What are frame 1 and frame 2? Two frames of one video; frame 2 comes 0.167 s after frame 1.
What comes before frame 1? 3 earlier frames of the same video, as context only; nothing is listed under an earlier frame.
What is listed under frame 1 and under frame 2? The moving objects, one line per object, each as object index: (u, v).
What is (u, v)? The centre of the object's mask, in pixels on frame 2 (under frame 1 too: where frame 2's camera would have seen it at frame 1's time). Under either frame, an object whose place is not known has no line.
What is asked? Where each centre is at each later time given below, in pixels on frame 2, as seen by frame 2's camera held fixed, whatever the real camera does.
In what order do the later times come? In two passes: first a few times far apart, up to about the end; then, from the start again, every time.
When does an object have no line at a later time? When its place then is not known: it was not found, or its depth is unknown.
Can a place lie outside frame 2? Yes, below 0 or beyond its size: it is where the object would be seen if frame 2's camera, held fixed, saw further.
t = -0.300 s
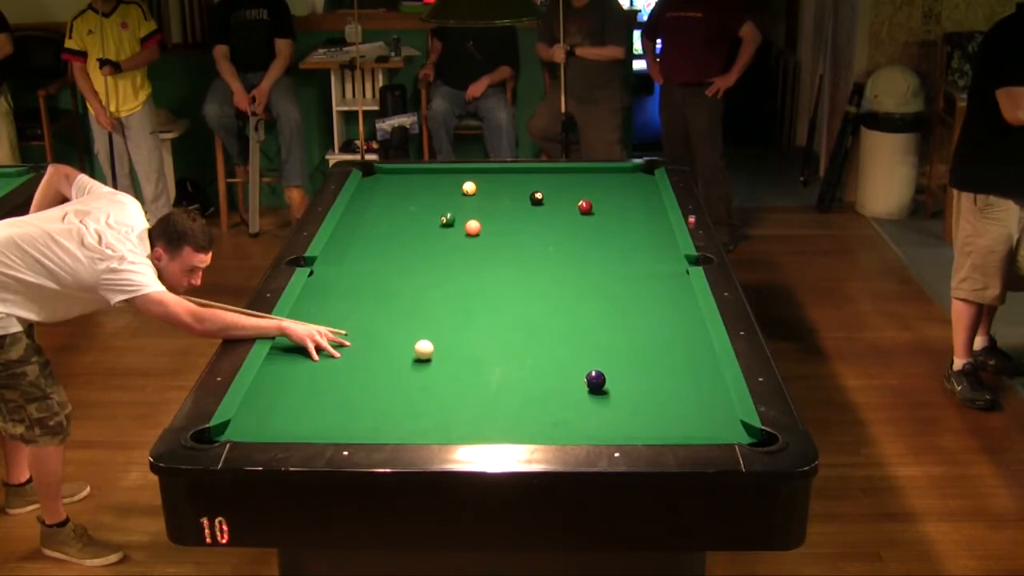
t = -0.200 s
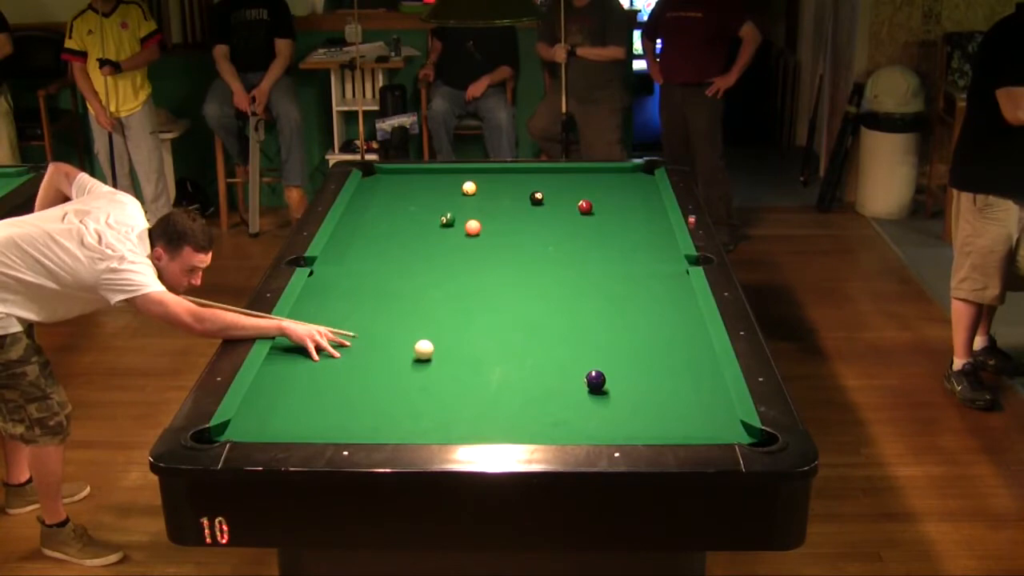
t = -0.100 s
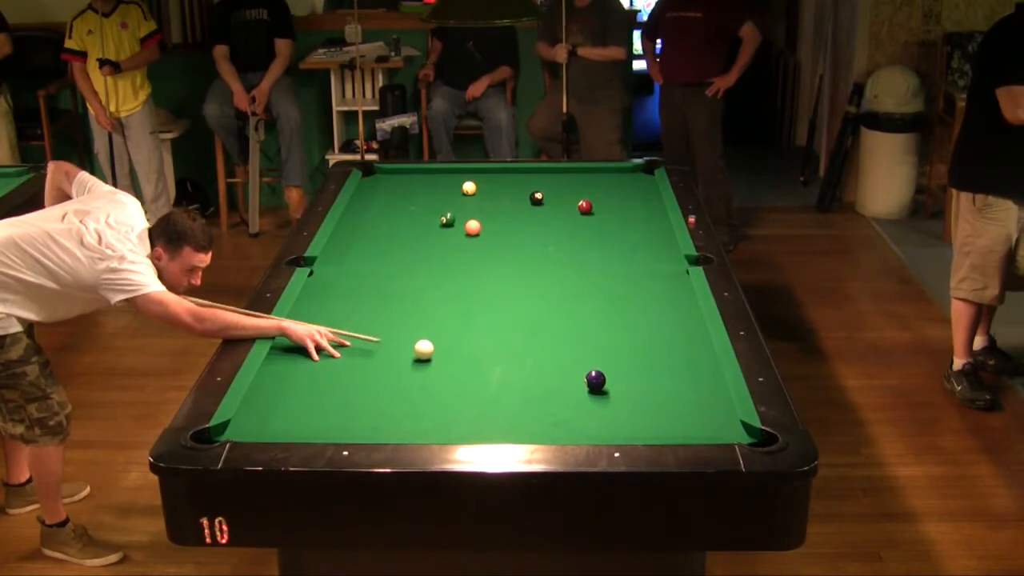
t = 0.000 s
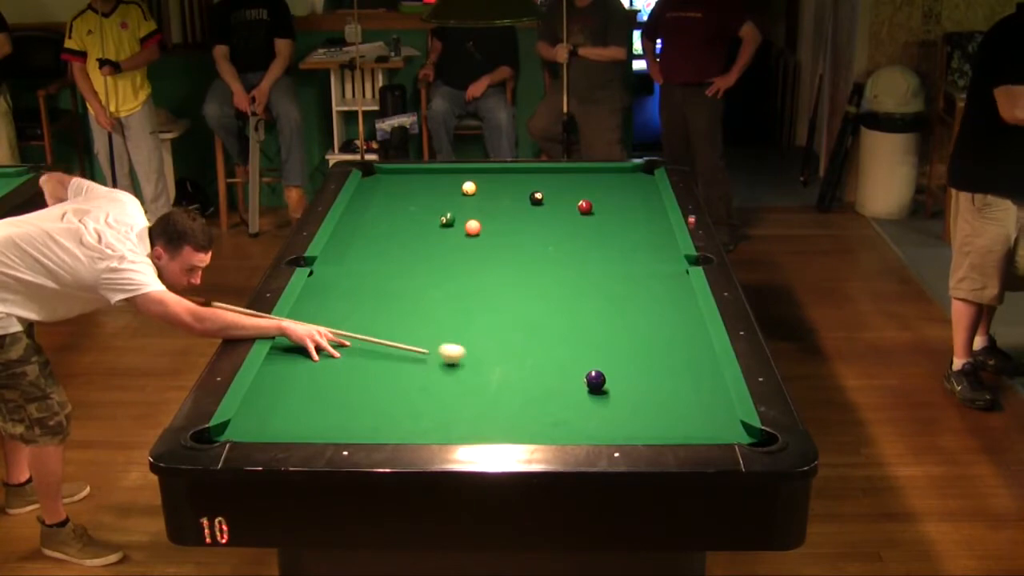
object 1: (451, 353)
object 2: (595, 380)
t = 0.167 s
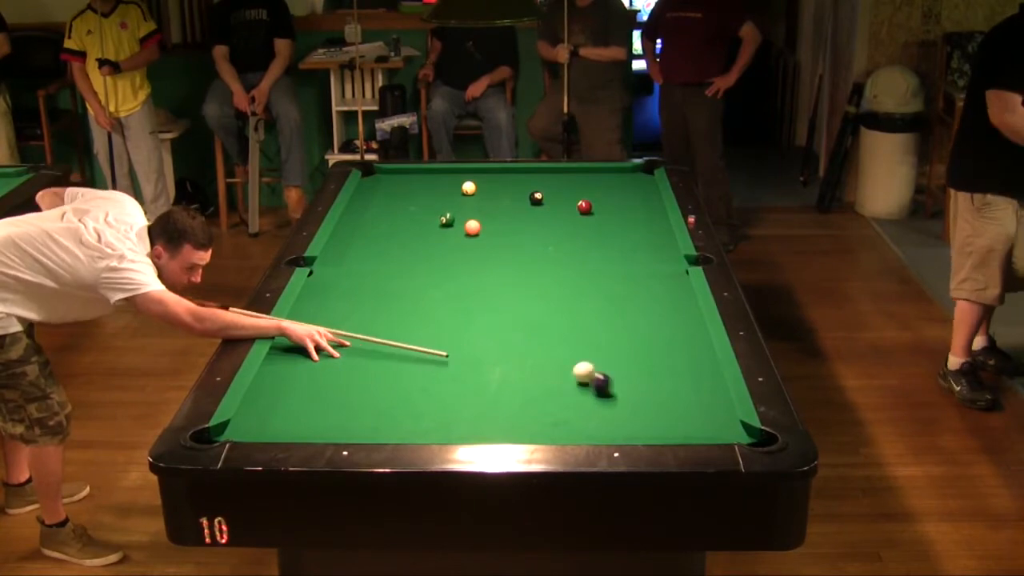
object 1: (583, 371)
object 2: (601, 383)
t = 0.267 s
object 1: (609, 364)
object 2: (651, 404)
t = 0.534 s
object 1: (668, 347)
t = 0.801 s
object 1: (686, 334)
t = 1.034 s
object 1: (660, 327)
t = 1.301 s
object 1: (632, 319)
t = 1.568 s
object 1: (606, 311)
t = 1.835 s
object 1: (582, 304)
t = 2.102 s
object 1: (561, 298)
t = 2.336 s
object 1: (543, 293)
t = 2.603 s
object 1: (525, 288)
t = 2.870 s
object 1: (508, 283)
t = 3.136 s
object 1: (493, 279)
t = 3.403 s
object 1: (480, 275)
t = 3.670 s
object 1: (467, 272)
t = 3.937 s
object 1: (456, 269)
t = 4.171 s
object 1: (448, 266)
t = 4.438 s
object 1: (439, 264)
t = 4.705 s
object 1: (431, 262)
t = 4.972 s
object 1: (425, 260)
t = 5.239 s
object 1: (419, 259)
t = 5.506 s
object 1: (415, 258)
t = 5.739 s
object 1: (412, 257)
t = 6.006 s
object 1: (409, 257)
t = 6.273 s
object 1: (407, 256)
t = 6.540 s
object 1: (407, 257)
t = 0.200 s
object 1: (592, 369)
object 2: (618, 390)
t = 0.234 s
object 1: (601, 366)
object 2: (634, 397)
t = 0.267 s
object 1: (609, 364)
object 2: (651, 404)
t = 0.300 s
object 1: (617, 362)
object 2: (667, 410)
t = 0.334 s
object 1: (624, 360)
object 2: (683, 417)
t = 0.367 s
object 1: (632, 357)
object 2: (698, 424)
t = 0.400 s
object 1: (640, 355)
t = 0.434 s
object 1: (647, 353)
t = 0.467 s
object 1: (654, 351)
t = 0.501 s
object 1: (662, 349)
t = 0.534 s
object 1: (668, 347)
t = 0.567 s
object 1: (675, 345)
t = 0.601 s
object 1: (682, 343)
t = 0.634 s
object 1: (689, 341)
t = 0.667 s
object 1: (696, 339)
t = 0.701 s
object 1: (700, 338)
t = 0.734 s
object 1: (694, 337)
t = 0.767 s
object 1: (690, 335)
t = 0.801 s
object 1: (686, 334)
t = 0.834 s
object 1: (682, 333)
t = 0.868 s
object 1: (678, 332)
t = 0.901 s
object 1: (674, 331)
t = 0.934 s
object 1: (671, 330)
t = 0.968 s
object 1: (667, 329)
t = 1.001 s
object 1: (663, 328)
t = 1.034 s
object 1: (660, 327)
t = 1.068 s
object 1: (656, 326)
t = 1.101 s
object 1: (652, 325)
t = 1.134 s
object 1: (649, 324)
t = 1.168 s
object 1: (645, 323)
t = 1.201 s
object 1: (642, 322)
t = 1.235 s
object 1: (639, 320)
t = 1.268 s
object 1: (635, 320)
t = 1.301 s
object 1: (632, 319)
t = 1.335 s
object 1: (628, 318)
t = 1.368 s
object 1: (625, 317)
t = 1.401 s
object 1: (622, 316)
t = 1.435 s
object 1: (618, 315)
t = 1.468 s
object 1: (615, 314)
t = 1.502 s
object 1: (612, 313)
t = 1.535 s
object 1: (609, 312)
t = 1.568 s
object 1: (606, 311)
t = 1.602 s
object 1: (603, 310)
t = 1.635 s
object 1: (600, 309)
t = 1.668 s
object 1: (597, 308)
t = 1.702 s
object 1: (594, 308)
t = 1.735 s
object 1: (591, 307)
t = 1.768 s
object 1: (588, 306)
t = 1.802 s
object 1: (585, 305)
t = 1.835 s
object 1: (582, 304)
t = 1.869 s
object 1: (579, 304)
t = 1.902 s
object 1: (576, 303)
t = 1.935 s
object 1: (574, 302)
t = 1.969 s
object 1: (571, 301)
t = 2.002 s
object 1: (568, 300)
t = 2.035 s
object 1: (566, 300)
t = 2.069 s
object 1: (563, 299)
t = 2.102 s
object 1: (561, 298)
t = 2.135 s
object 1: (558, 297)
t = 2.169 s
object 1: (555, 297)
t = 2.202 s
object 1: (553, 296)
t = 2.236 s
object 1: (551, 295)
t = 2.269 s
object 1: (548, 295)
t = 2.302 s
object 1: (546, 294)
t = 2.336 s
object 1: (543, 293)
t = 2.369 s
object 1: (541, 293)
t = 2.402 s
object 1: (539, 292)
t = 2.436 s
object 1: (536, 291)
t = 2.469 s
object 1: (534, 290)
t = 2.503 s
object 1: (531, 290)
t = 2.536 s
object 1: (529, 289)
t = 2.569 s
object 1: (527, 289)
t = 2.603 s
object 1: (525, 288)
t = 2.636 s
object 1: (522, 287)
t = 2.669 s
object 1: (521, 287)
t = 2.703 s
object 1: (518, 286)
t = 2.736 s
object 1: (516, 286)
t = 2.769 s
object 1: (514, 285)
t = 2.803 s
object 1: (512, 285)
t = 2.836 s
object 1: (510, 284)
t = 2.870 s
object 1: (508, 283)
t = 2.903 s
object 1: (506, 283)
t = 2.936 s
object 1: (504, 282)
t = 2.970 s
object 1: (502, 282)
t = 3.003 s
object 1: (501, 281)
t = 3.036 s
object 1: (499, 281)
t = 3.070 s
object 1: (497, 280)
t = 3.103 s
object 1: (495, 280)
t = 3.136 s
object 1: (493, 279)
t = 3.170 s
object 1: (491, 279)
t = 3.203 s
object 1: (490, 278)
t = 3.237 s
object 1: (488, 278)
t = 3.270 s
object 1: (486, 277)
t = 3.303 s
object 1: (484, 277)
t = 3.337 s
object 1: (483, 276)
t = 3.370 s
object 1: (481, 275)
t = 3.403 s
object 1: (480, 275)
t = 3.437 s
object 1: (478, 275)
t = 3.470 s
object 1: (476, 274)
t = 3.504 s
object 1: (475, 274)
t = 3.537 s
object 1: (473, 273)
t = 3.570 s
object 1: (471, 273)
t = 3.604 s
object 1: (470, 273)
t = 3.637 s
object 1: (468, 272)
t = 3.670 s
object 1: (467, 272)
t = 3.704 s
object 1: (466, 271)
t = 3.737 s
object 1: (464, 271)
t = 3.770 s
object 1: (463, 270)
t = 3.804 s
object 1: (461, 270)
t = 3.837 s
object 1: (460, 270)
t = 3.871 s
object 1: (459, 270)
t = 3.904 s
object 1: (457, 269)
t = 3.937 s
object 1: (456, 269)
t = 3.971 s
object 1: (455, 268)
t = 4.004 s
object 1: (454, 268)
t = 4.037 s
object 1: (452, 268)
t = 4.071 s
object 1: (451, 267)
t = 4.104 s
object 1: (450, 267)
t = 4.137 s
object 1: (449, 267)
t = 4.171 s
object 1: (448, 266)
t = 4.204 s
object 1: (446, 266)
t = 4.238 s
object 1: (445, 266)
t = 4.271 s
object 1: (444, 266)
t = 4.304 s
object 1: (443, 265)
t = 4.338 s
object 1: (442, 265)
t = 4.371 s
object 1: (441, 264)
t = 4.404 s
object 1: (440, 264)
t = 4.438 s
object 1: (439, 264)
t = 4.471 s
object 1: (438, 264)
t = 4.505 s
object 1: (437, 264)
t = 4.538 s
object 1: (436, 263)
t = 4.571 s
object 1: (435, 263)
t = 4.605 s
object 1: (434, 263)
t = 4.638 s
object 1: (433, 263)
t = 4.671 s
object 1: (432, 263)
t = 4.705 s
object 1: (431, 262)
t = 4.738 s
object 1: (430, 262)
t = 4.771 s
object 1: (429, 262)
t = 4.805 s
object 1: (429, 261)
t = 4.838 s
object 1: (428, 261)
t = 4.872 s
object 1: (427, 261)
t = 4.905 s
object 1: (426, 261)
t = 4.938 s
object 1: (426, 260)
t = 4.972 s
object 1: (425, 260)
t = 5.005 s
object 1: (424, 260)
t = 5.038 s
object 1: (423, 260)
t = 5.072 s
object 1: (423, 260)
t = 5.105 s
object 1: (422, 259)
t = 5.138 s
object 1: (421, 259)
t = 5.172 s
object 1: (421, 259)
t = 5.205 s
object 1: (420, 259)
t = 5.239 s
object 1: (419, 259)
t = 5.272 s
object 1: (419, 258)
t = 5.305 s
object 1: (418, 259)
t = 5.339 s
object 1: (417, 258)
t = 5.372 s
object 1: (417, 258)
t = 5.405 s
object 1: (416, 258)
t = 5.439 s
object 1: (416, 258)
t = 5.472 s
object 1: (415, 258)
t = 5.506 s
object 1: (415, 258)
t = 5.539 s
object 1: (414, 258)
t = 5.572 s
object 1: (414, 257)
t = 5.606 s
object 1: (413, 257)
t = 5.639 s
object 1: (413, 257)
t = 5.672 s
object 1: (412, 257)
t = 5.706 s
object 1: (412, 257)
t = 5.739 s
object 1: (412, 257)
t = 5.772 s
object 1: (411, 257)
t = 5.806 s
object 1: (411, 257)
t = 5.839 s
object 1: (410, 257)
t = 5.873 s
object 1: (410, 257)
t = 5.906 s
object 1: (410, 257)
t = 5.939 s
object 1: (410, 257)
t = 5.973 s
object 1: (409, 257)
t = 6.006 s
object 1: (409, 257)
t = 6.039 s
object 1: (409, 257)
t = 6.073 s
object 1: (409, 257)
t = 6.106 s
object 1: (409, 257)
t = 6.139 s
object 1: (408, 256)
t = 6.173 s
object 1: (408, 256)
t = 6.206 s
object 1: (408, 256)
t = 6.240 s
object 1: (408, 256)
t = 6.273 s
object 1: (407, 256)
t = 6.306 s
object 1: (407, 256)
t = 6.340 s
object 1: (407, 256)
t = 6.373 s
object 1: (407, 256)
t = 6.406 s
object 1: (407, 256)
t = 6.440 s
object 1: (407, 256)
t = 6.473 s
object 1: (407, 256)
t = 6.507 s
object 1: (407, 256)
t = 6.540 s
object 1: (407, 257)
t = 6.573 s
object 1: (408, 256)
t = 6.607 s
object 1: (408, 256)
